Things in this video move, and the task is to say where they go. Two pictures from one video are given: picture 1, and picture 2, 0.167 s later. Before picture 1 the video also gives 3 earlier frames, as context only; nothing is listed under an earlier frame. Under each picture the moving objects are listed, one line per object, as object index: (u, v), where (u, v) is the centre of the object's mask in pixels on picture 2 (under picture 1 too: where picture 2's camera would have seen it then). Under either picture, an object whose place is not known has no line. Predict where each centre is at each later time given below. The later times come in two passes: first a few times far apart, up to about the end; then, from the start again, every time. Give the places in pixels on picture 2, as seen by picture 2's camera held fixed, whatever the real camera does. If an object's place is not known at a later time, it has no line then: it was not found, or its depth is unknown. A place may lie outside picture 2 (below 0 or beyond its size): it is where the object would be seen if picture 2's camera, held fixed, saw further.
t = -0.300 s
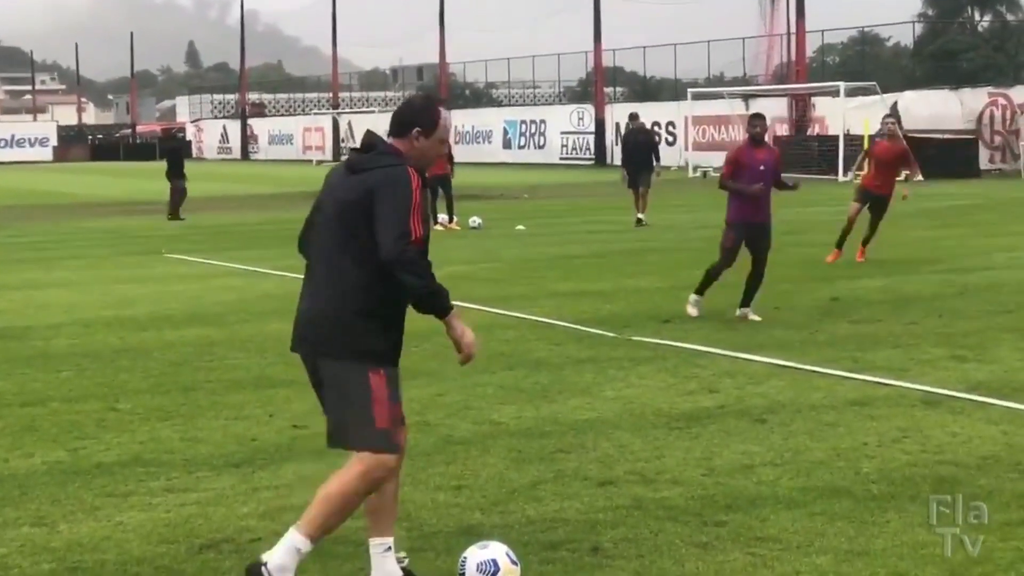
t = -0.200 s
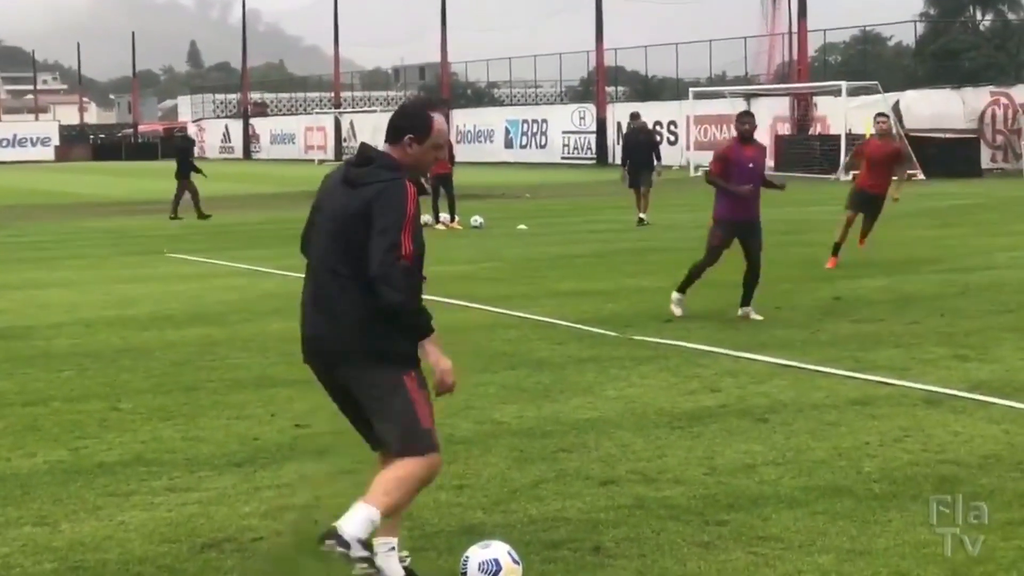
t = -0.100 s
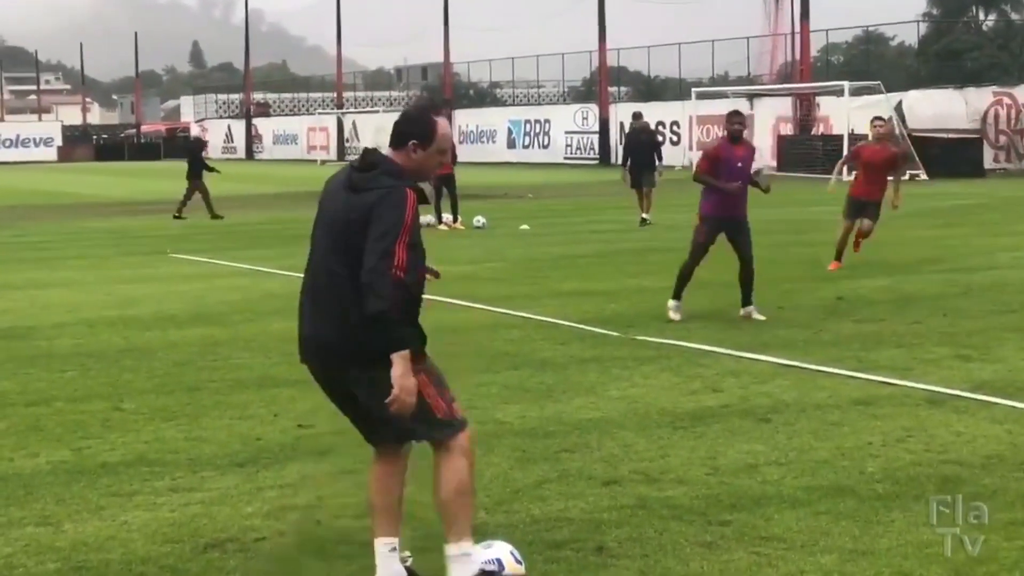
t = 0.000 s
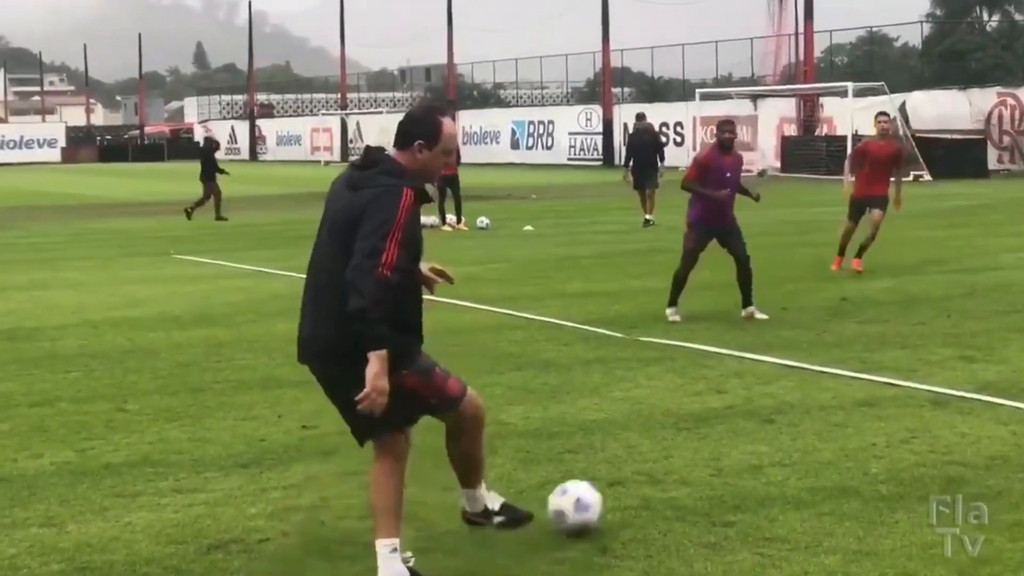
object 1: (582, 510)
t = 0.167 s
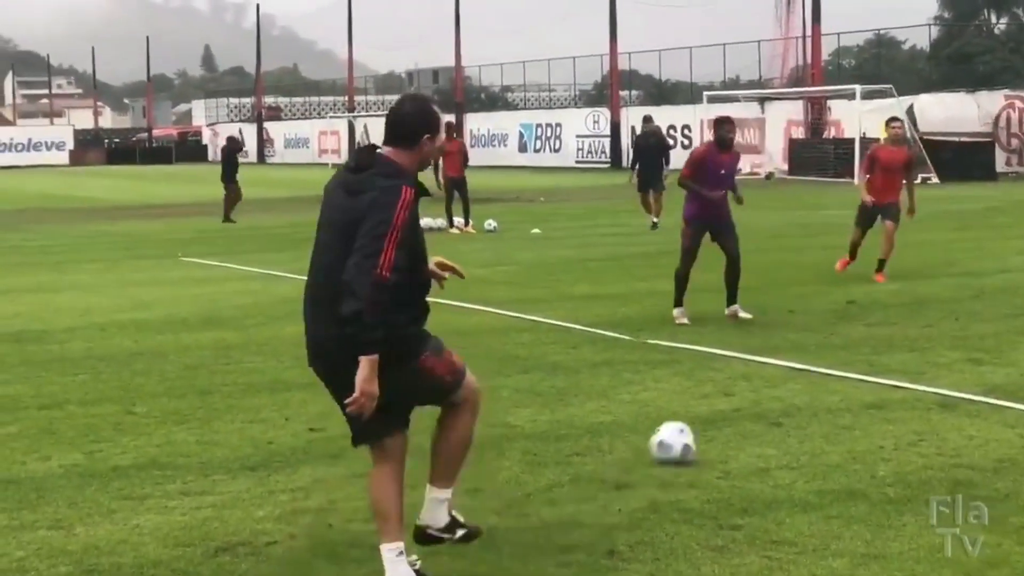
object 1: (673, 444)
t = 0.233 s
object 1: (697, 421)
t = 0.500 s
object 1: (766, 368)
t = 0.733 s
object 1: (801, 337)
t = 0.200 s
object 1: (686, 432)
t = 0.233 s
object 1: (697, 421)
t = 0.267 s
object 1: (709, 411)
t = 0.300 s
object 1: (718, 403)
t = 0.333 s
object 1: (728, 396)
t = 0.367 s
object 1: (737, 389)
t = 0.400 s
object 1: (744, 383)
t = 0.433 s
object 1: (753, 377)
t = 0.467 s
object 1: (760, 372)
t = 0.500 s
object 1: (766, 368)
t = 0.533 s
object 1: (771, 363)
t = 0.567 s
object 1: (777, 358)
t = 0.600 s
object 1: (783, 353)
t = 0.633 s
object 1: (789, 349)
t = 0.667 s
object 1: (792, 344)
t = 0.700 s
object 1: (797, 342)
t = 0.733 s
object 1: (801, 337)
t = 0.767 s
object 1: (804, 334)
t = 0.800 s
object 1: (808, 331)
